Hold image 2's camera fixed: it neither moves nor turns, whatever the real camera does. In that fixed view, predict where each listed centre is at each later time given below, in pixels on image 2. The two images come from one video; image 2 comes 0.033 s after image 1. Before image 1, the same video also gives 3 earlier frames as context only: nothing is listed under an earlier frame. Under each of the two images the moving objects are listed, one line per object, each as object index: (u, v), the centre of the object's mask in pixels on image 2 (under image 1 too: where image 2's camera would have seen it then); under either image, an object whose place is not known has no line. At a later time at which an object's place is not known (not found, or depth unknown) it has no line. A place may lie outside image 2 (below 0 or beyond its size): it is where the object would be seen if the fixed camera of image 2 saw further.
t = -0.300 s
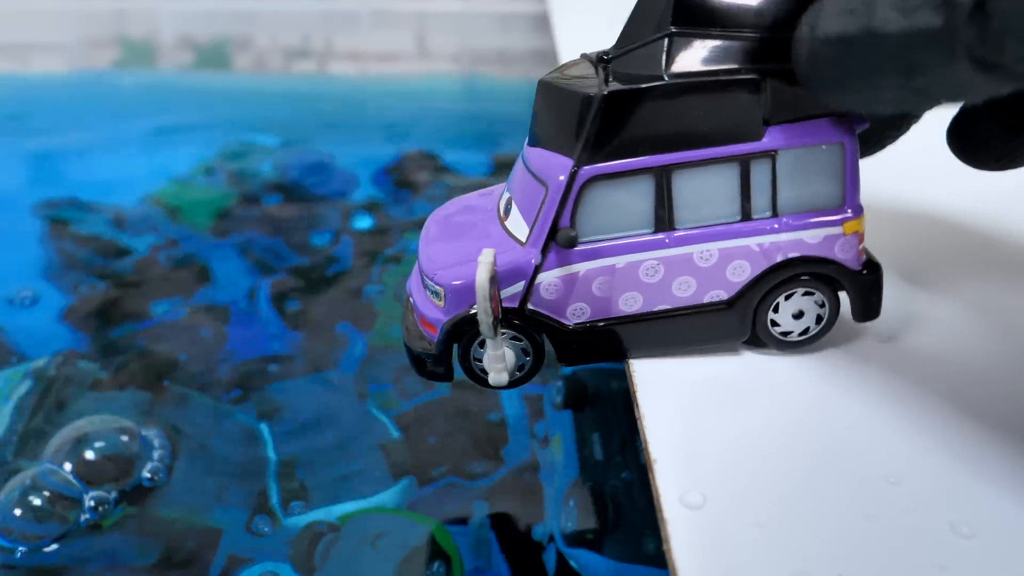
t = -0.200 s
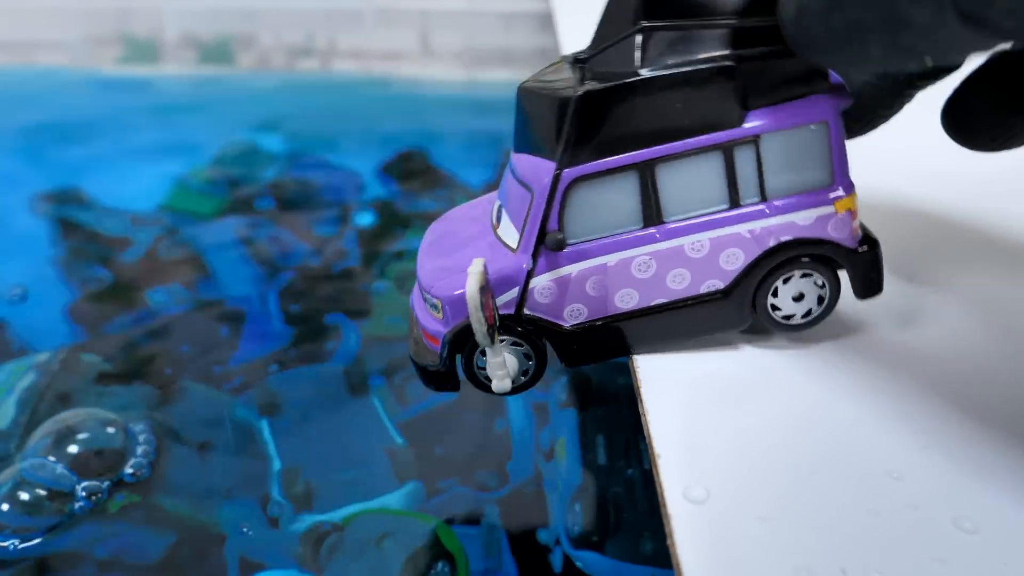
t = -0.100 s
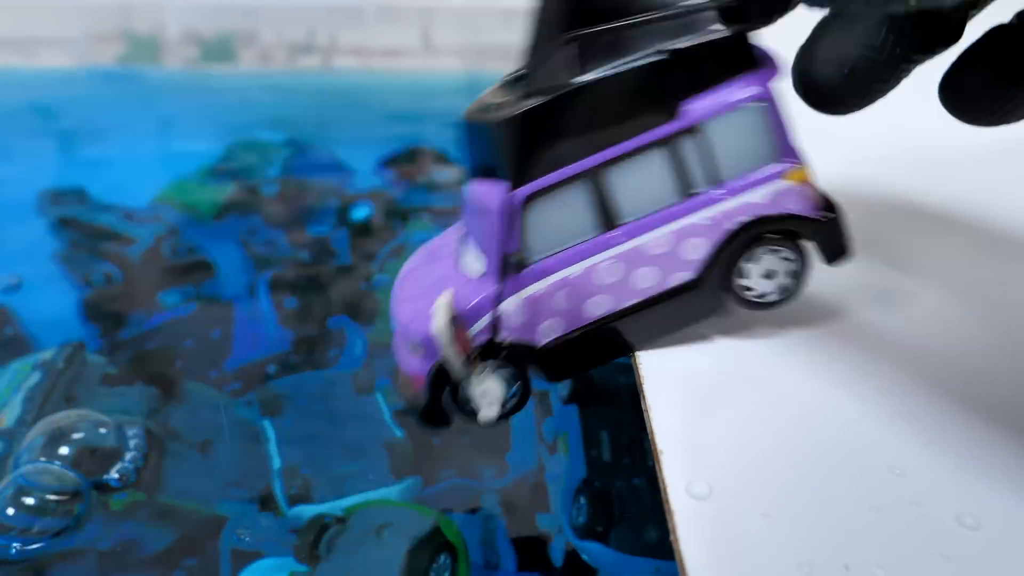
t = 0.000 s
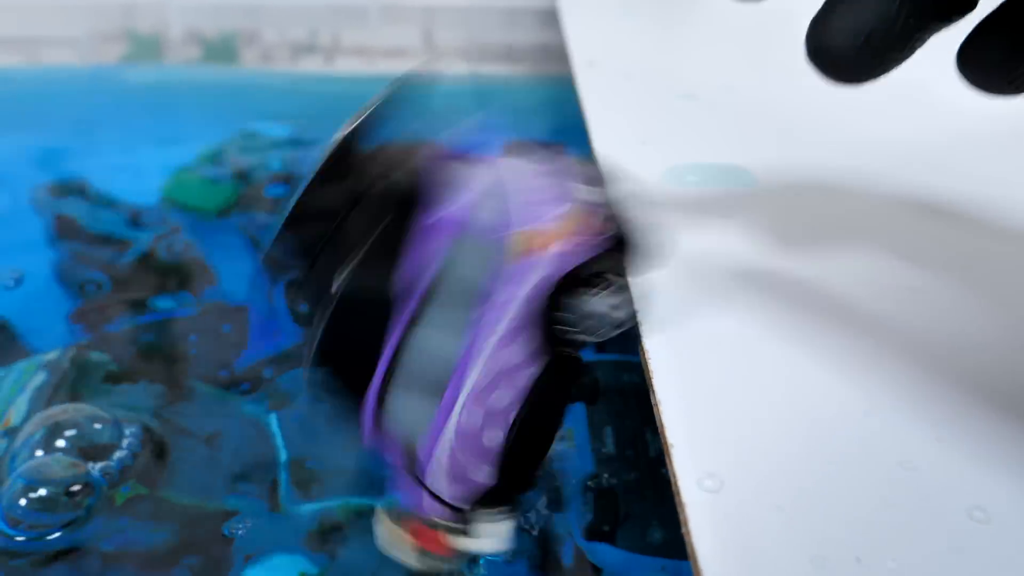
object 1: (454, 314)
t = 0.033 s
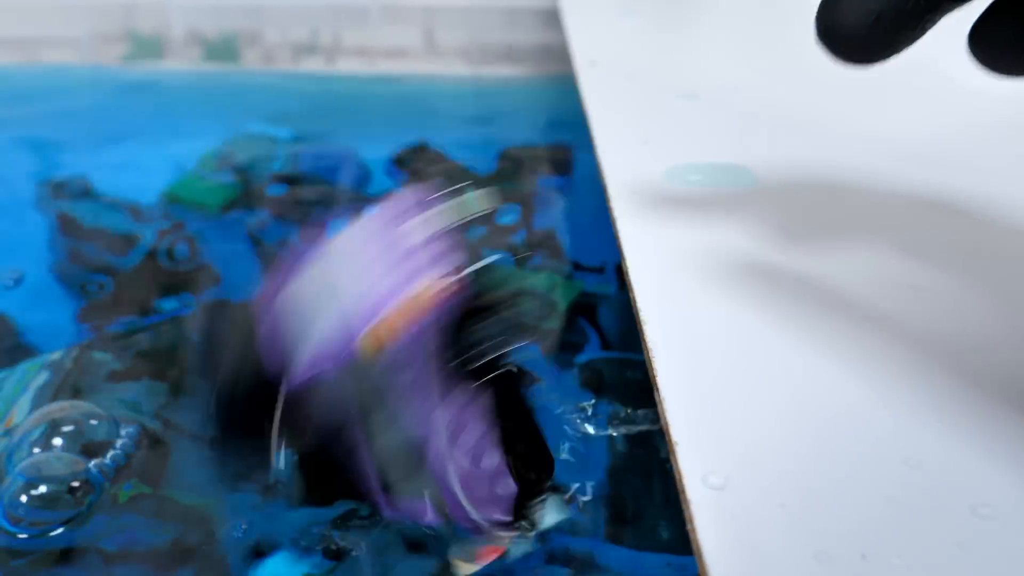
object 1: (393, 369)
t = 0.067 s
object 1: (348, 434)
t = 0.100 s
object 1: (320, 455)
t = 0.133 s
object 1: (271, 467)
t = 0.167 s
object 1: (299, 477)
